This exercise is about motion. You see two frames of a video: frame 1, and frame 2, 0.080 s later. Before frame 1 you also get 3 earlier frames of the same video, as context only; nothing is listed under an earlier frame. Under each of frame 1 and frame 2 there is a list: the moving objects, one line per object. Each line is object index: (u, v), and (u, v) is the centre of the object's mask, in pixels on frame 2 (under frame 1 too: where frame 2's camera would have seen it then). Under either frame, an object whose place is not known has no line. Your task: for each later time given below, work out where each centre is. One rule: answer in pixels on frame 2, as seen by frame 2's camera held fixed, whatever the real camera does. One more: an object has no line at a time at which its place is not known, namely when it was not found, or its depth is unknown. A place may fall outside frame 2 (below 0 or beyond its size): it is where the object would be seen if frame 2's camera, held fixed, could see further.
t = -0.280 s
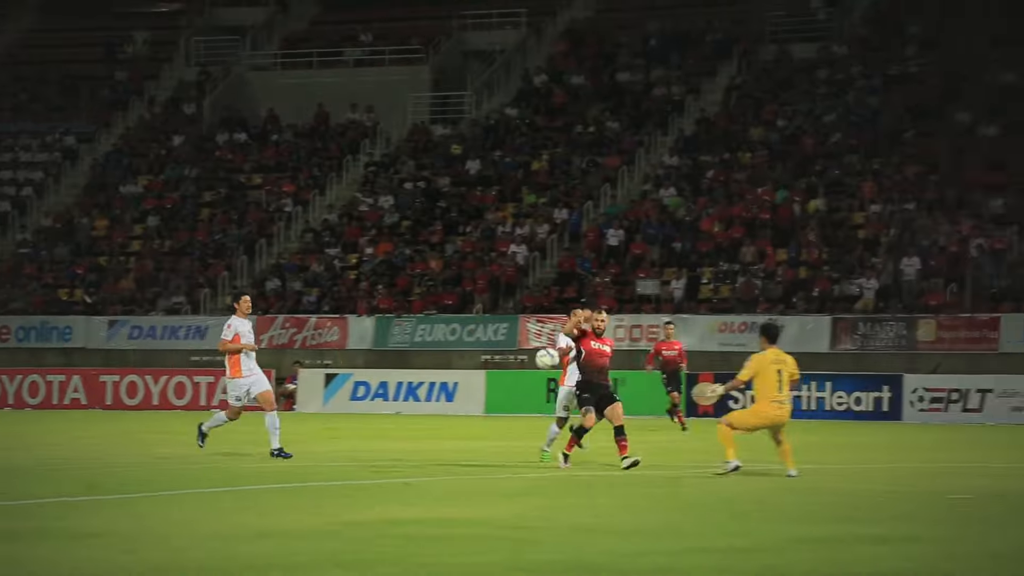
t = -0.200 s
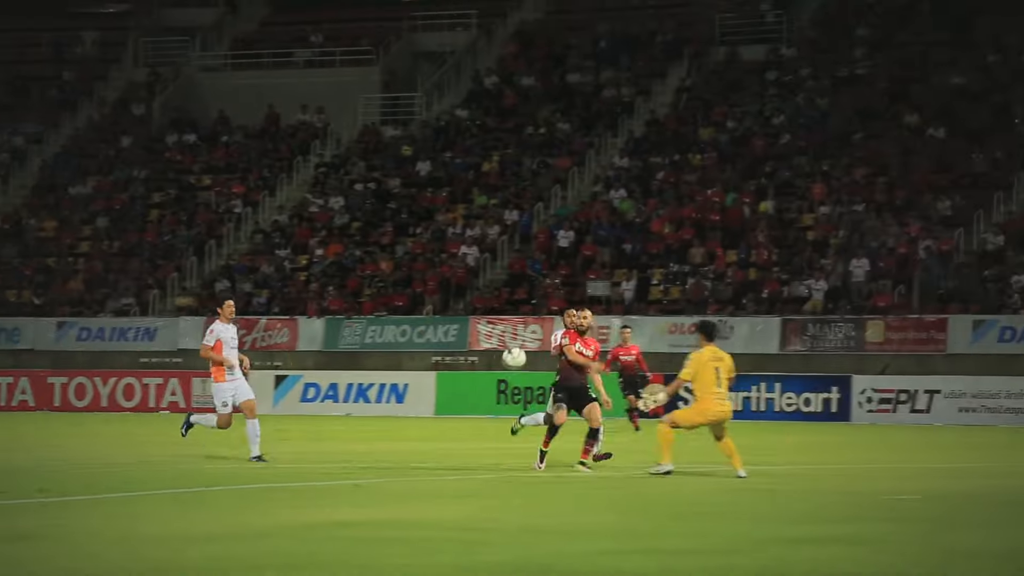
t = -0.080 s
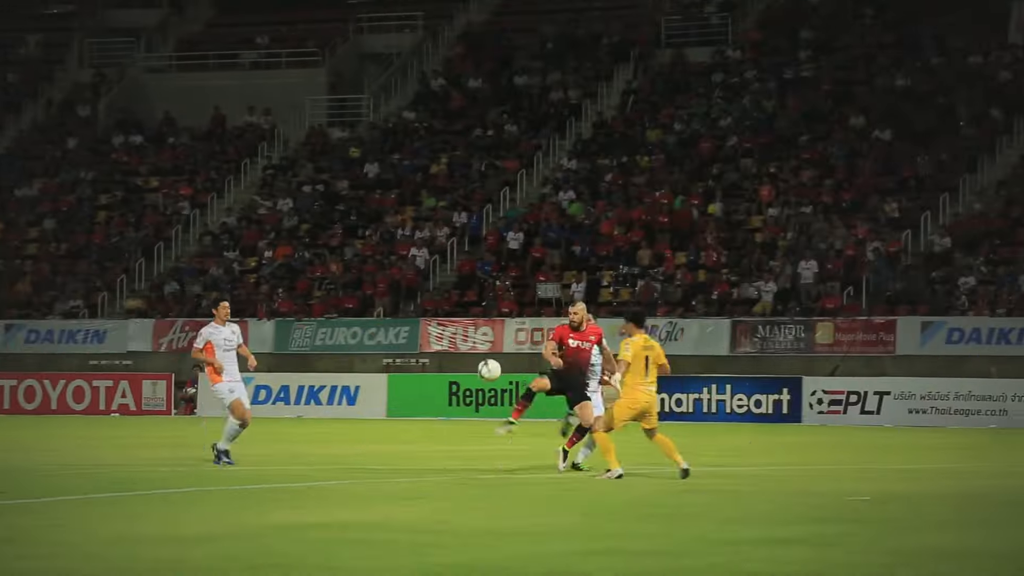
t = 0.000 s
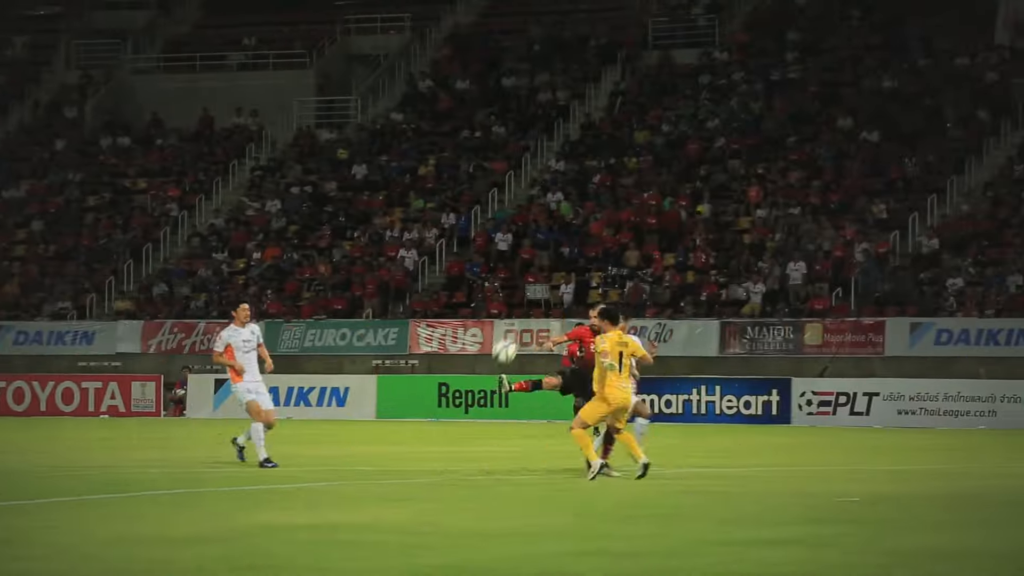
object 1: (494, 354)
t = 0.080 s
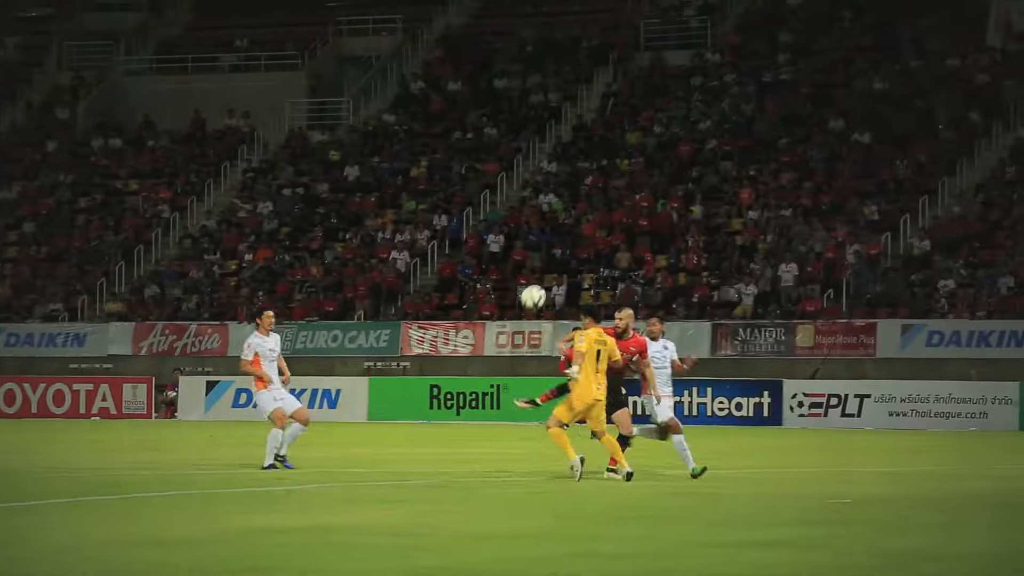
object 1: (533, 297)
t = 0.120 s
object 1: (554, 271)
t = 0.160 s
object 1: (572, 248)
